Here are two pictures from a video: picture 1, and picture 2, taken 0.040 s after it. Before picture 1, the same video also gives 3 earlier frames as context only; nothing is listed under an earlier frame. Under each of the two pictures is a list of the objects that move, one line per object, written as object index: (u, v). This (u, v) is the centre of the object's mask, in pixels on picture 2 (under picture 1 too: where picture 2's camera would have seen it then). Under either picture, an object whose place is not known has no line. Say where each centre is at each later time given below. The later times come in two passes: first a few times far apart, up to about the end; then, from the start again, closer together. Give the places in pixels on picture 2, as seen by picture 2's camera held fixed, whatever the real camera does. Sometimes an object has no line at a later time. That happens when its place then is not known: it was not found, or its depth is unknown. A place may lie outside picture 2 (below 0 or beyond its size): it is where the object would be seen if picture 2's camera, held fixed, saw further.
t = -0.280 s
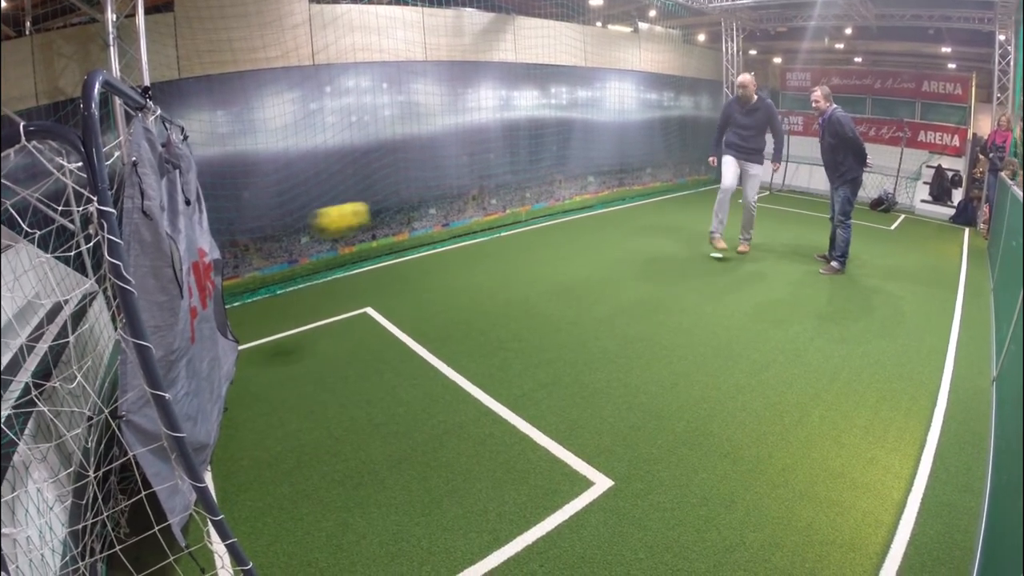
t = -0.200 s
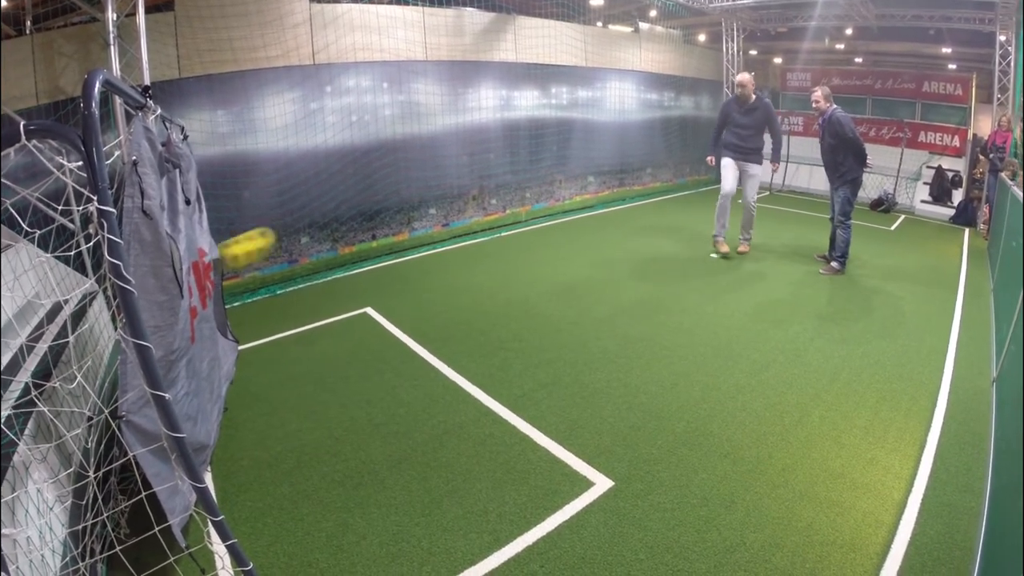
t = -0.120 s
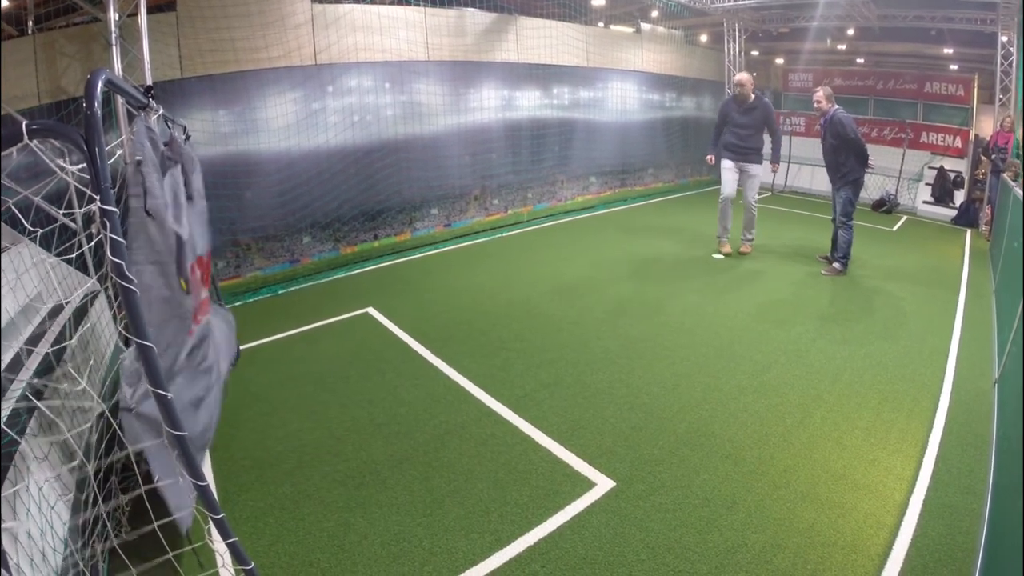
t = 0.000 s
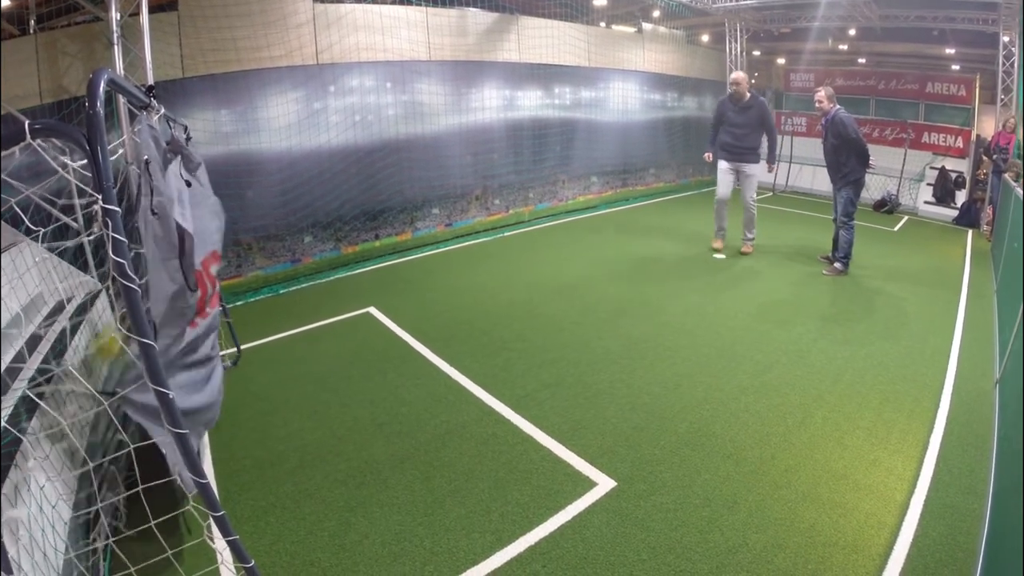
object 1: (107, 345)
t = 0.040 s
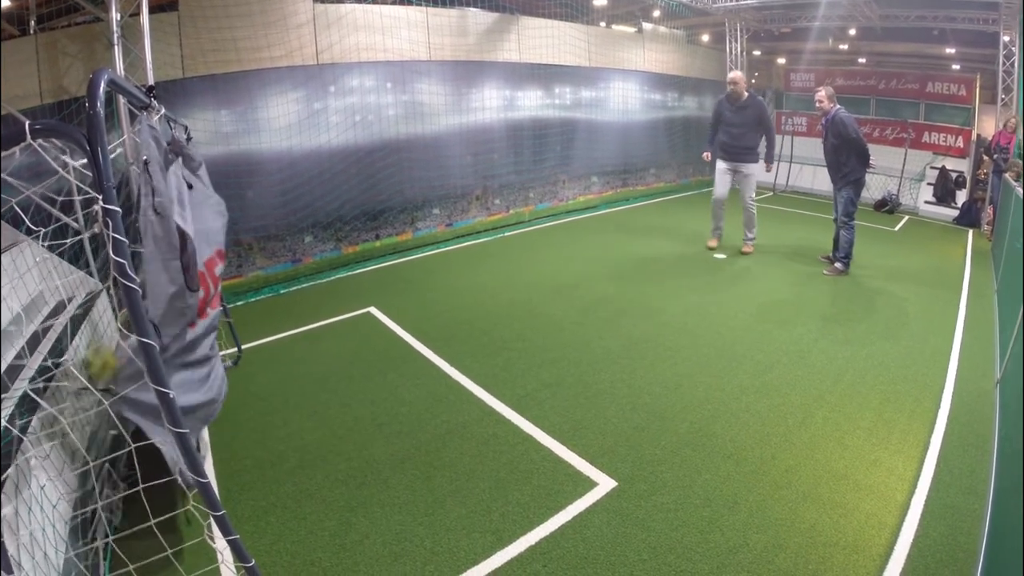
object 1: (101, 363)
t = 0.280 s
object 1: (219, 382)
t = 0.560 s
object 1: (345, 362)
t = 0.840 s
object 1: (475, 338)
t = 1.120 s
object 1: (585, 316)
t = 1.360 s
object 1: (660, 300)
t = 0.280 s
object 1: (219, 382)
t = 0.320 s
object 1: (227, 381)
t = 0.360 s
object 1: (248, 378)
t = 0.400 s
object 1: (268, 376)
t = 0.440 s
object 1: (287, 372)
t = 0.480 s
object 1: (306, 368)
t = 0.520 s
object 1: (327, 365)
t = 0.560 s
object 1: (345, 362)
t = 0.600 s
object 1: (365, 358)
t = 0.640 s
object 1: (384, 355)
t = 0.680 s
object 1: (400, 353)
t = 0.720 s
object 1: (421, 348)
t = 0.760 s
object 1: (441, 344)
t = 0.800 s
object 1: (458, 341)
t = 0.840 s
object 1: (475, 338)
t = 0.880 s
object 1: (492, 335)
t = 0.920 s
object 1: (508, 329)
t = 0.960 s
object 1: (524, 325)
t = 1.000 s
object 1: (540, 325)
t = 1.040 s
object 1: (556, 323)
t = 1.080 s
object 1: (570, 318)
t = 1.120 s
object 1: (585, 316)
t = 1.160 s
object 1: (598, 313)
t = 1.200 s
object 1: (612, 311)
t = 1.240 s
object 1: (623, 308)
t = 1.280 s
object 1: (636, 306)
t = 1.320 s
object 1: (648, 304)
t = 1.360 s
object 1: (660, 300)
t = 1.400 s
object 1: (670, 298)
